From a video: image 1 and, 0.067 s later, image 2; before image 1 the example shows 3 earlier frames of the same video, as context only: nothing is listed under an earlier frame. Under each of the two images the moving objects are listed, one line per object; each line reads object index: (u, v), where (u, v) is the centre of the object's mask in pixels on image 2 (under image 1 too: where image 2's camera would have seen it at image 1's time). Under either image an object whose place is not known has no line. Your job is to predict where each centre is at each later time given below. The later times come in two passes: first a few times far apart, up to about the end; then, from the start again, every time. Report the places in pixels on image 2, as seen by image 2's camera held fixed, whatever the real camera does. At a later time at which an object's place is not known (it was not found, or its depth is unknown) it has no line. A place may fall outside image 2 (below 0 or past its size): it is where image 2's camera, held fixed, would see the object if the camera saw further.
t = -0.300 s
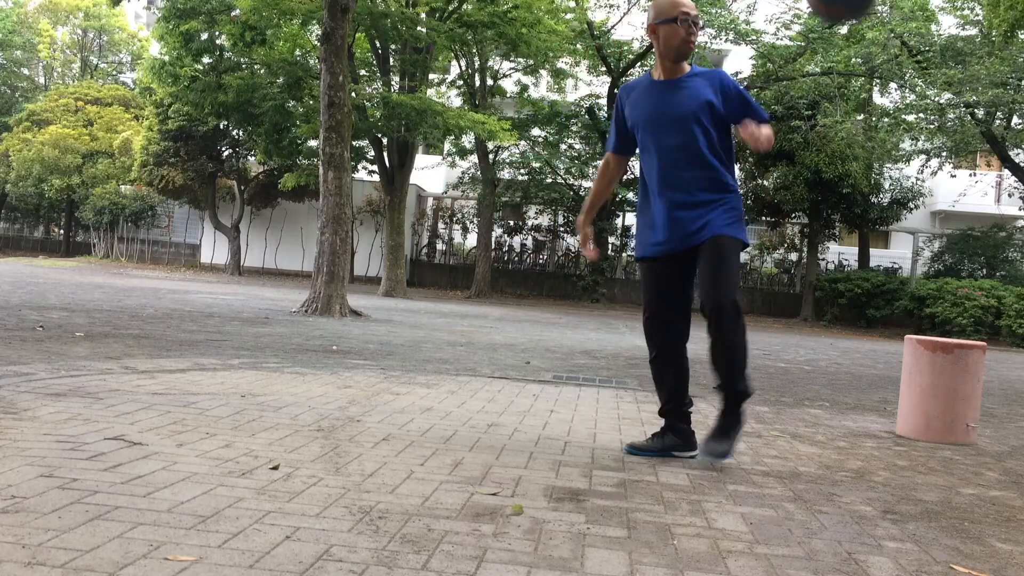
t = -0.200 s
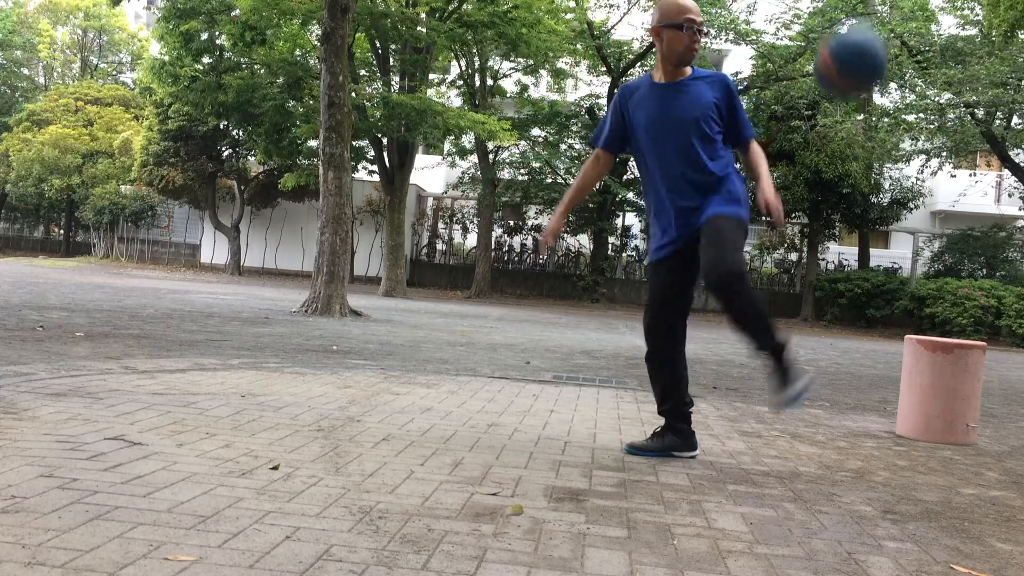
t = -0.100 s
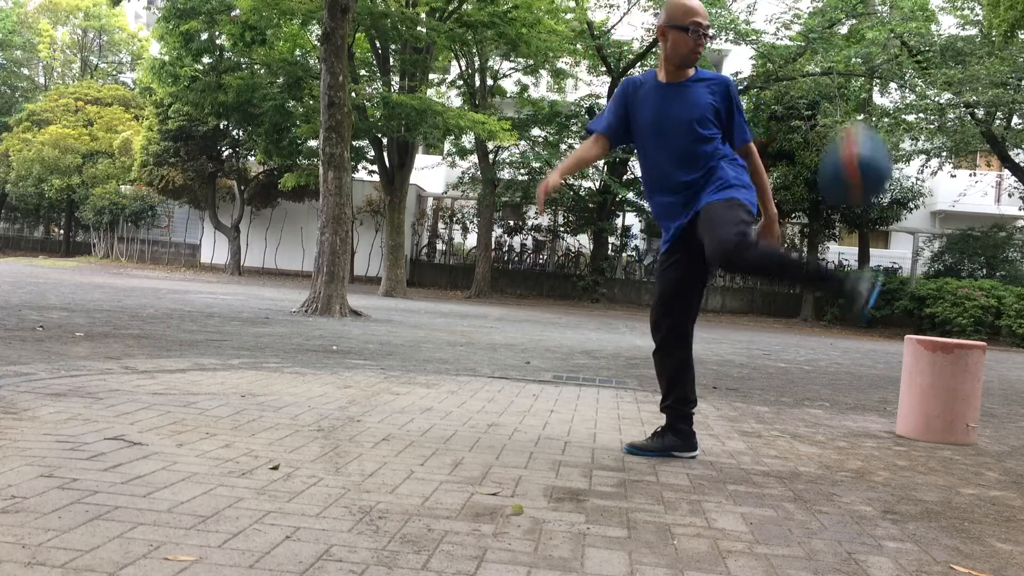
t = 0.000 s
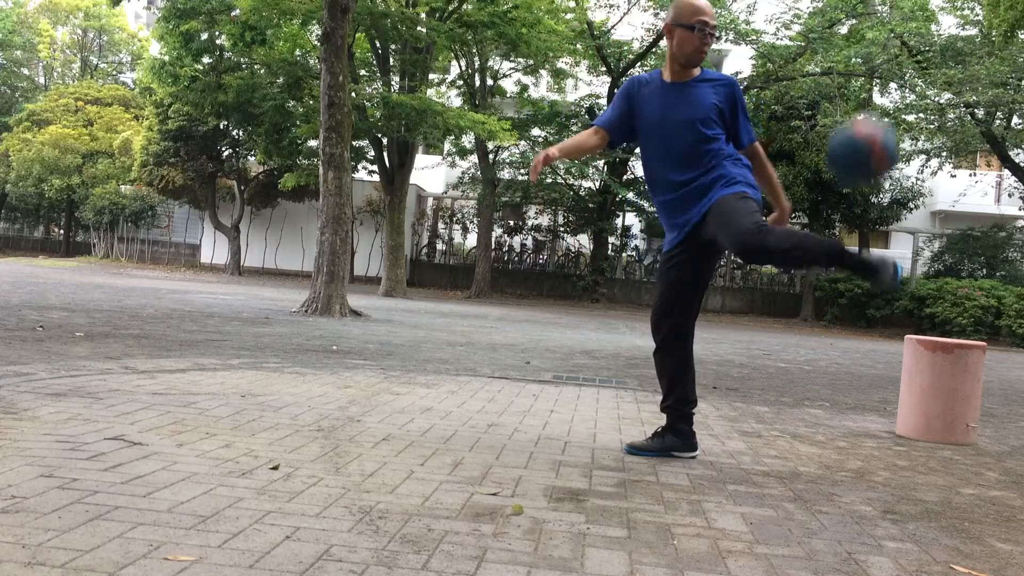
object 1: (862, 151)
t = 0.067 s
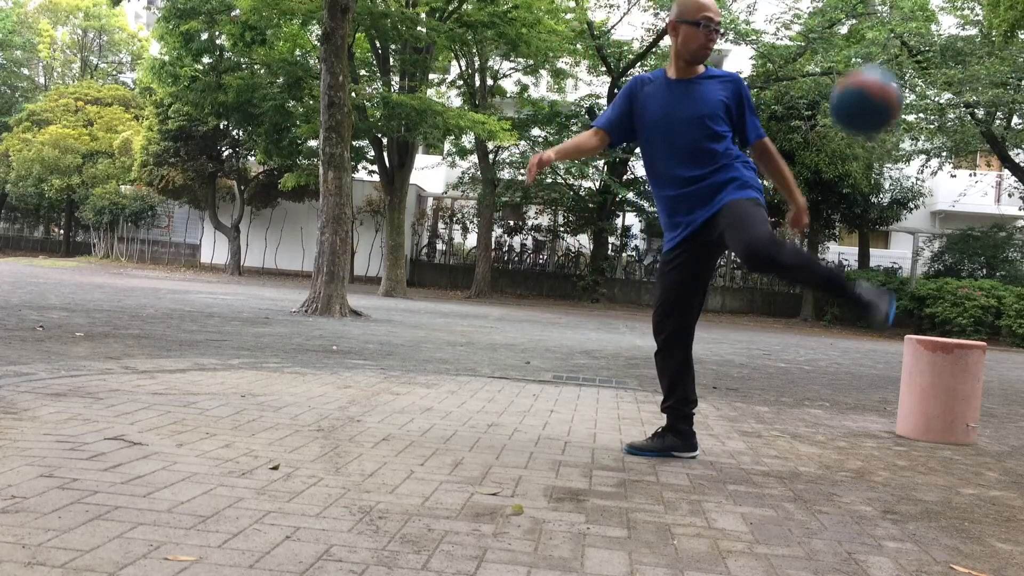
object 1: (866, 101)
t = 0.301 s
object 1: (871, 33)
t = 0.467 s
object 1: (865, 74)
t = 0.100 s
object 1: (868, 81)
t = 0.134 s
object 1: (869, 65)
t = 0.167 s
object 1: (870, 53)
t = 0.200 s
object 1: (871, 43)
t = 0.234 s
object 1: (871, 36)
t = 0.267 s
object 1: (871, 33)
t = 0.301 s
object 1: (871, 33)
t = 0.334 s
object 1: (871, 34)
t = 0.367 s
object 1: (870, 39)
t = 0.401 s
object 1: (869, 48)
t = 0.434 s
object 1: (867, 59)
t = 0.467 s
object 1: (865, 74)
